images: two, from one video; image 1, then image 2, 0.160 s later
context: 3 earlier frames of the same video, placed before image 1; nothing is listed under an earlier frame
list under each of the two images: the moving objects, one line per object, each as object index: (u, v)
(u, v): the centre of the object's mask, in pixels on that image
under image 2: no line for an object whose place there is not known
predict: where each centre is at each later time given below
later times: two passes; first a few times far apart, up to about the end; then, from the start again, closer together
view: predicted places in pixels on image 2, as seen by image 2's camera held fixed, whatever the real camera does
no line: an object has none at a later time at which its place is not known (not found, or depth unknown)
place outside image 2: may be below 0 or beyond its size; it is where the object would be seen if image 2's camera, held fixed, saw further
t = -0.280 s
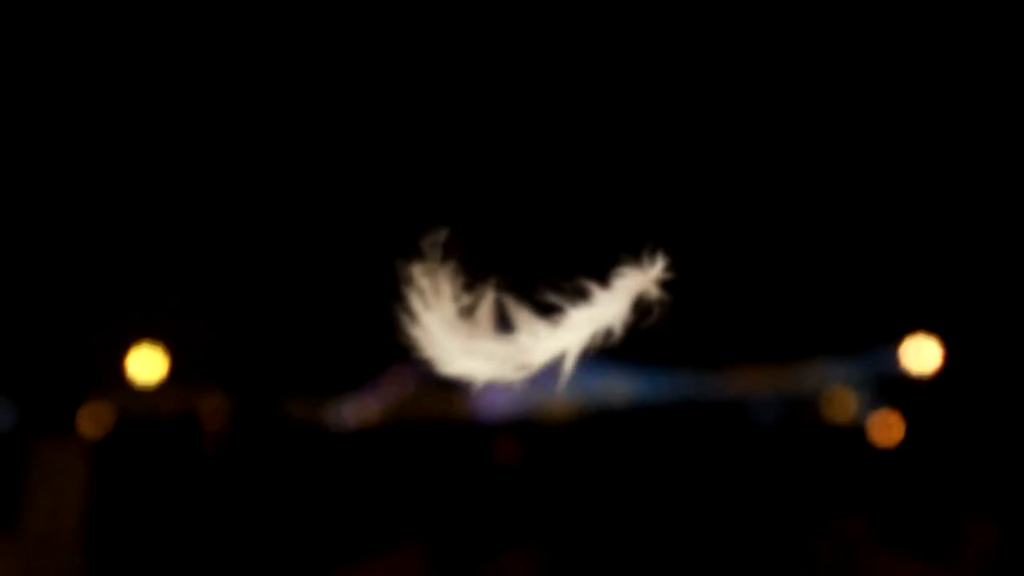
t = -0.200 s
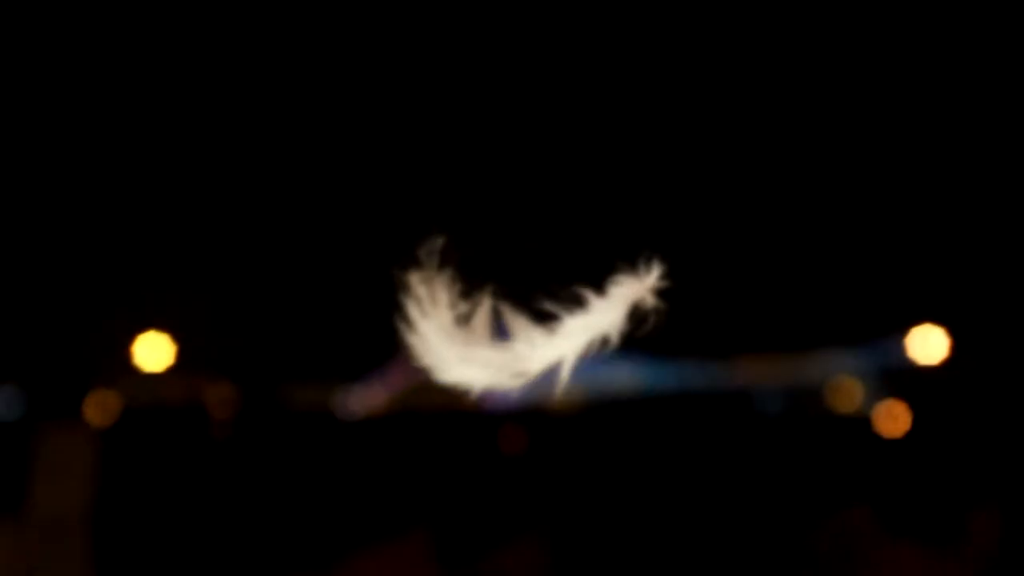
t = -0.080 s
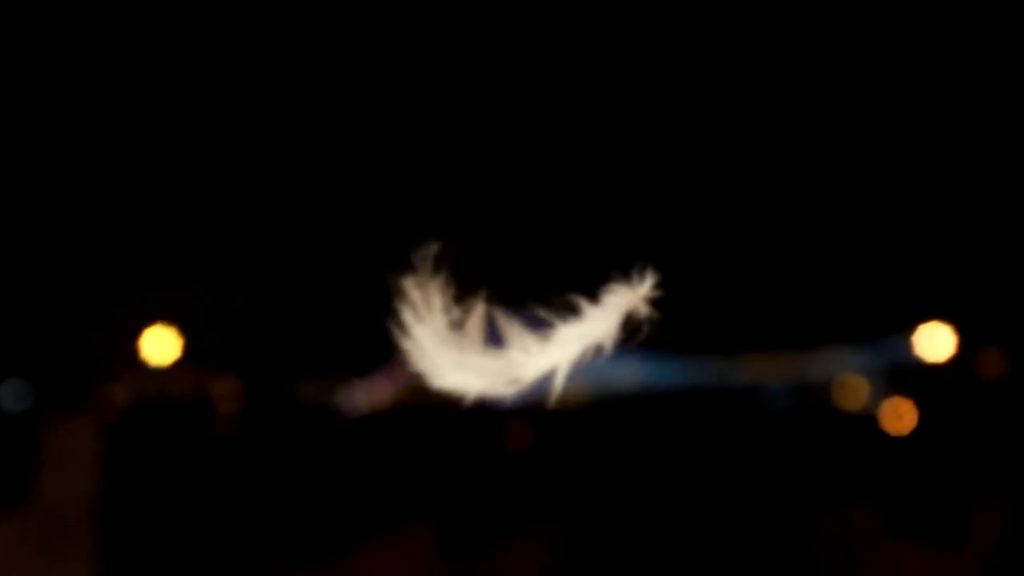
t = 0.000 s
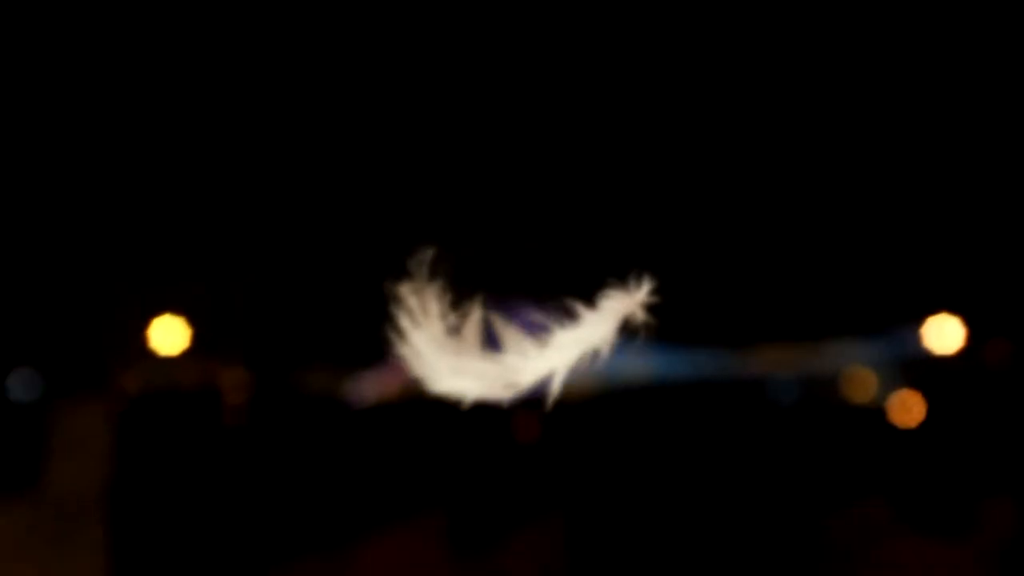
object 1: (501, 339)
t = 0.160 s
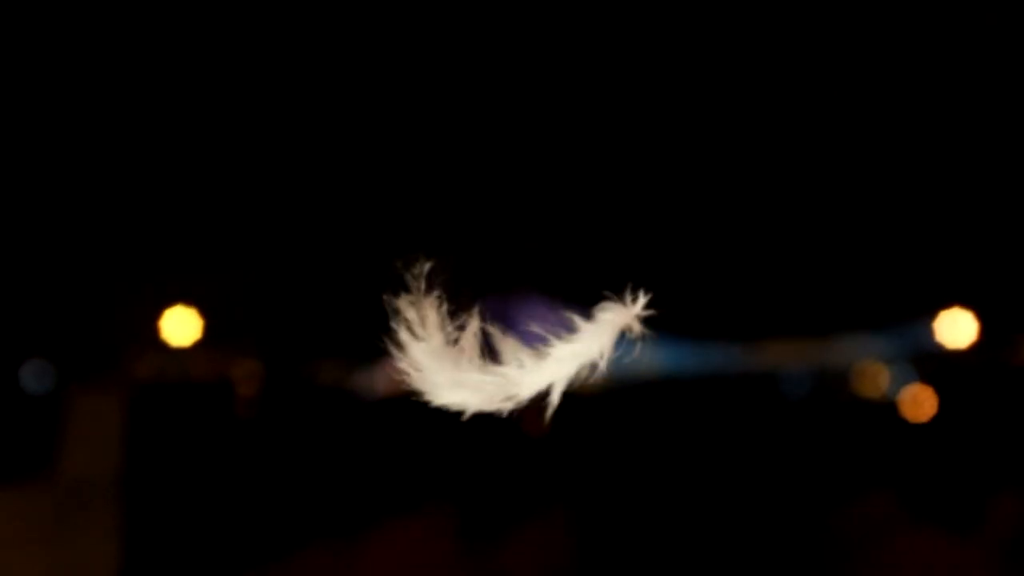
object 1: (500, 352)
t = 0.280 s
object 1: (502, 357)
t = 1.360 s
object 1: (544, 411)
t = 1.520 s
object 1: (534, 421)
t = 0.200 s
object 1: (499, 354)
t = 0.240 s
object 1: (500, 355)
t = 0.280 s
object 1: (502, 357)
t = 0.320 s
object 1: (504, 359)
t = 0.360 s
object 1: (508, 362)
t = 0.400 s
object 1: (513, 366)
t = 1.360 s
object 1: (544, 411)
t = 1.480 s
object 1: (538, 418)
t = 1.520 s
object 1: (534, 421)
